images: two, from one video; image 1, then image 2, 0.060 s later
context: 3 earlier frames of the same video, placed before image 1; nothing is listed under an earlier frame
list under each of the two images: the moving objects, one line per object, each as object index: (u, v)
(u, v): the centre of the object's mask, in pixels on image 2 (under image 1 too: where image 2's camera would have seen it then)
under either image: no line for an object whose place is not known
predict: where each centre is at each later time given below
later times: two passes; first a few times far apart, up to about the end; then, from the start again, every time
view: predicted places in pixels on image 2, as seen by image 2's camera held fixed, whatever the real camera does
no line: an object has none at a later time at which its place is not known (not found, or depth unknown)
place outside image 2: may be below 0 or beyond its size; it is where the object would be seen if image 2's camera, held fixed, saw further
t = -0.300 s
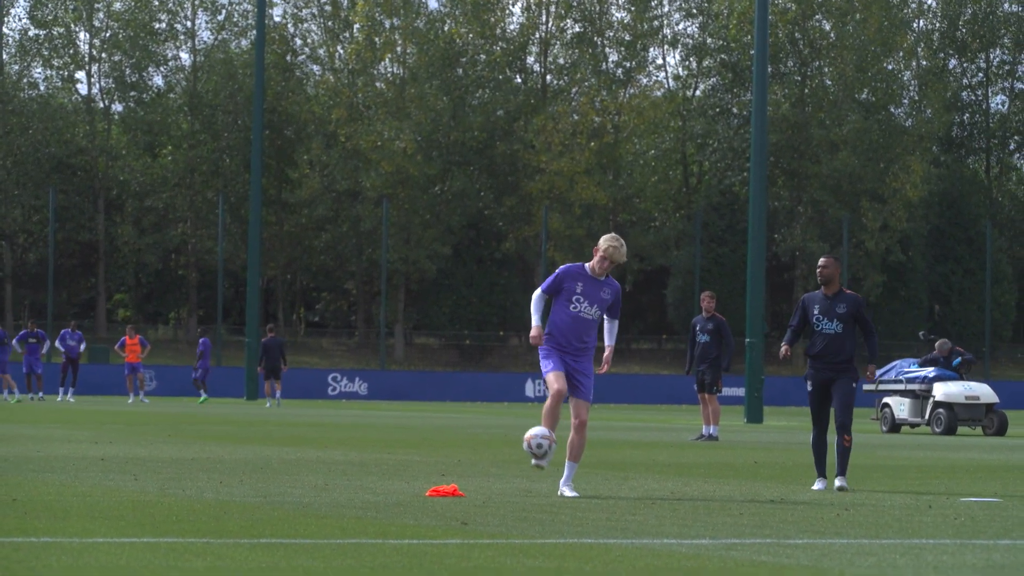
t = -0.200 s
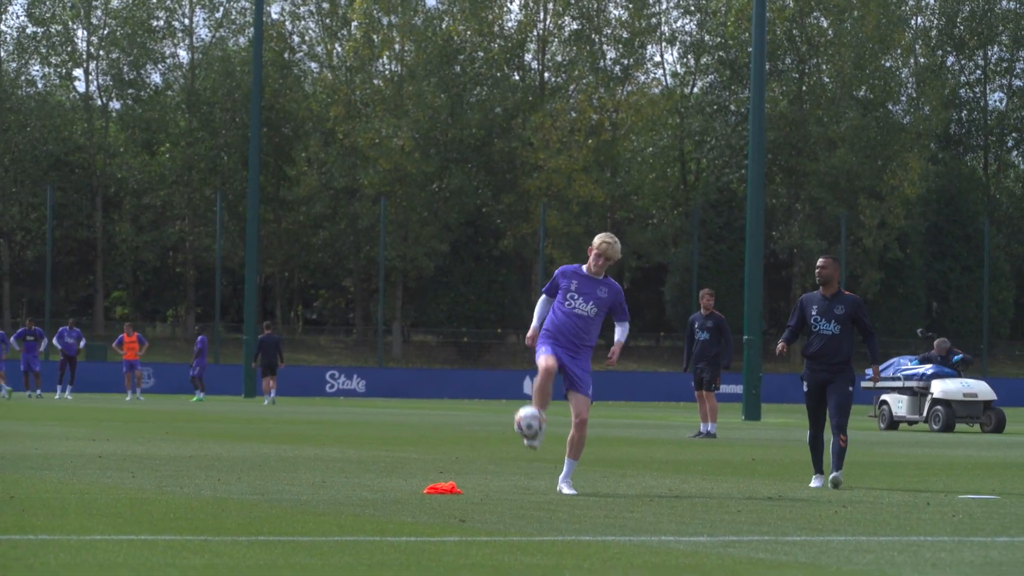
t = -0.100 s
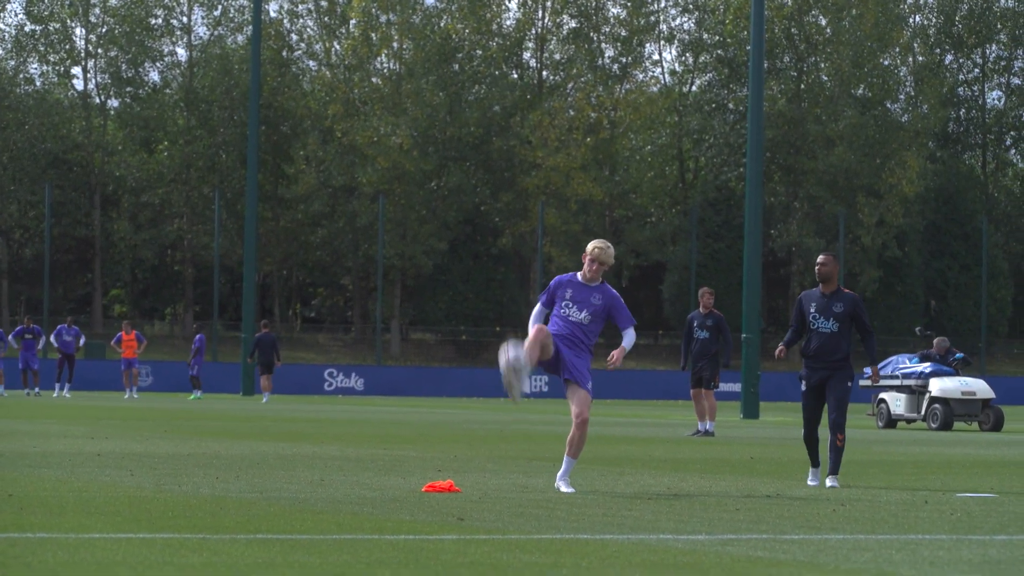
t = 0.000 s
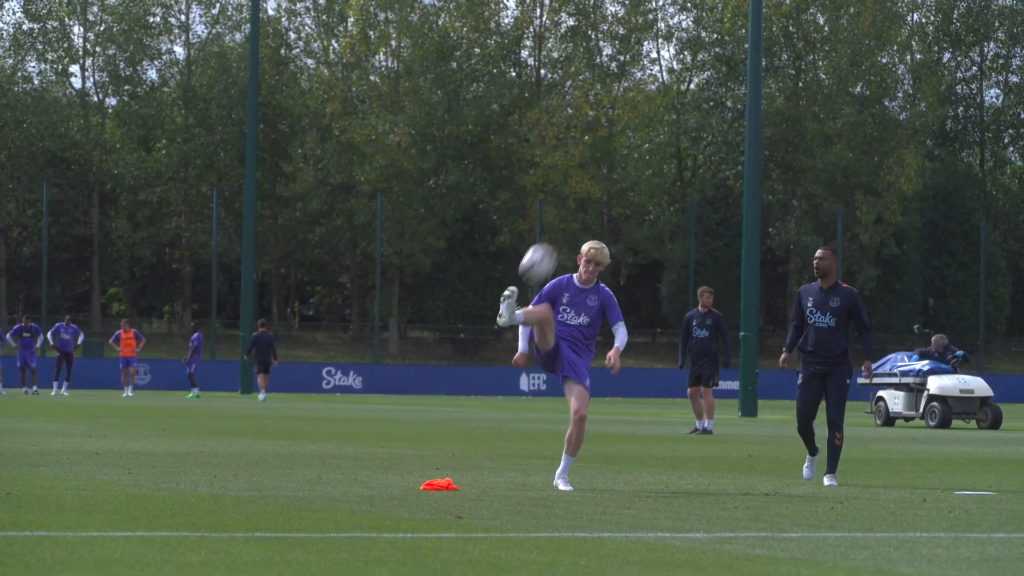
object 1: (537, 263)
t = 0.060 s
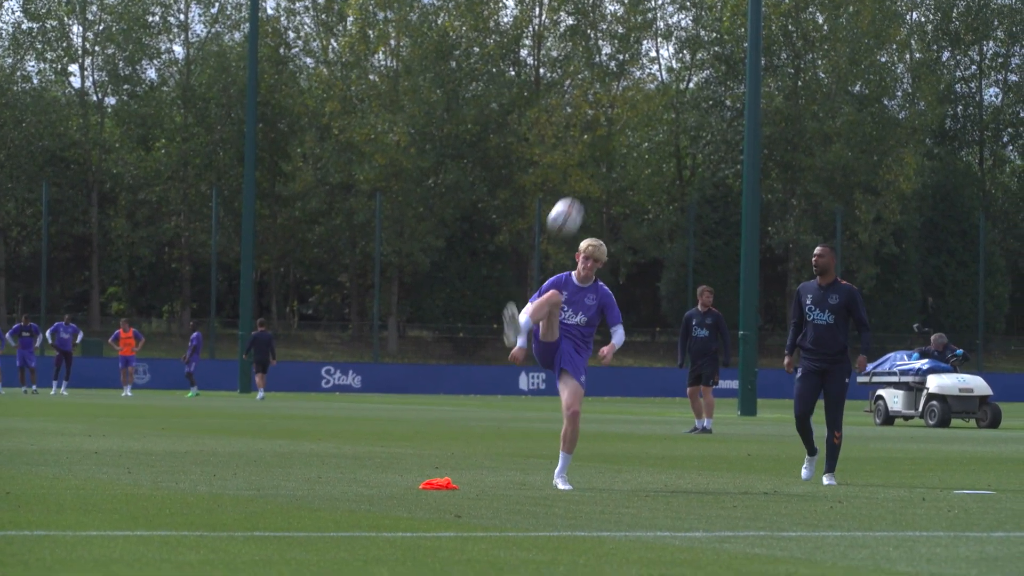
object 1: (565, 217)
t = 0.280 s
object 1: (663, 99)
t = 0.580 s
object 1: (788, 58)
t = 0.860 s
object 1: (898, 134)
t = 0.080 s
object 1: (575, 203)
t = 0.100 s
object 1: (584, 190)
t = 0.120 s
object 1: (593, 178)
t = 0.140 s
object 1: (602, 166)
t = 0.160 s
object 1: (611, 154)
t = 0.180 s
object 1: (620, 145)
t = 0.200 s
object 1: (629, 134)
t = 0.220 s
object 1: (637, 124)
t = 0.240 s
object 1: (646, 116)
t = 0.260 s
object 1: (655, 108)
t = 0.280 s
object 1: (663, 99)
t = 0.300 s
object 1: (671, 94)
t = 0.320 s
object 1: (680, 87)
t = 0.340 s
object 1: (689, 81)
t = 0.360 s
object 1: (697, 76)
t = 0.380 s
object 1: (707, 71)
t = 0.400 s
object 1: (715, 68)
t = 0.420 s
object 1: (723, 65)
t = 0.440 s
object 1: (731, 62)
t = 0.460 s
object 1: (739, 60)
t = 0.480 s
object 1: (748, 58)
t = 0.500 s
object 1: (757, 57)
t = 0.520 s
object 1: (764, 56)
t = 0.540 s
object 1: (772, 56)
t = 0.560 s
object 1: (780, 57)
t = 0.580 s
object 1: (788, 58)
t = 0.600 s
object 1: (796, 60)
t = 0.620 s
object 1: (805, 62)
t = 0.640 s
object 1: (812, 65)
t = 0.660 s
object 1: (821, 69)
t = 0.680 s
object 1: (829, 73)
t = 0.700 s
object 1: (837, 77)
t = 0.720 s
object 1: (844, 83)
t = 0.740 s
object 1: (852, 88)
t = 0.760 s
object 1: (860, 94)
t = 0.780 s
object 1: (867, 101)
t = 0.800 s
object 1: (876, 108)
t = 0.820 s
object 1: (883, 116)
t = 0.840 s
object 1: (890, 124)
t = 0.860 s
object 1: (898, 134)
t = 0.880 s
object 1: (905, 143)
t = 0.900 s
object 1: (913, 153)
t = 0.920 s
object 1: (921, 164)
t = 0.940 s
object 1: (928, 176)
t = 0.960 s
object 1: (936, 187)
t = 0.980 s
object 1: (943, 198)
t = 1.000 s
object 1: (951, 211)
